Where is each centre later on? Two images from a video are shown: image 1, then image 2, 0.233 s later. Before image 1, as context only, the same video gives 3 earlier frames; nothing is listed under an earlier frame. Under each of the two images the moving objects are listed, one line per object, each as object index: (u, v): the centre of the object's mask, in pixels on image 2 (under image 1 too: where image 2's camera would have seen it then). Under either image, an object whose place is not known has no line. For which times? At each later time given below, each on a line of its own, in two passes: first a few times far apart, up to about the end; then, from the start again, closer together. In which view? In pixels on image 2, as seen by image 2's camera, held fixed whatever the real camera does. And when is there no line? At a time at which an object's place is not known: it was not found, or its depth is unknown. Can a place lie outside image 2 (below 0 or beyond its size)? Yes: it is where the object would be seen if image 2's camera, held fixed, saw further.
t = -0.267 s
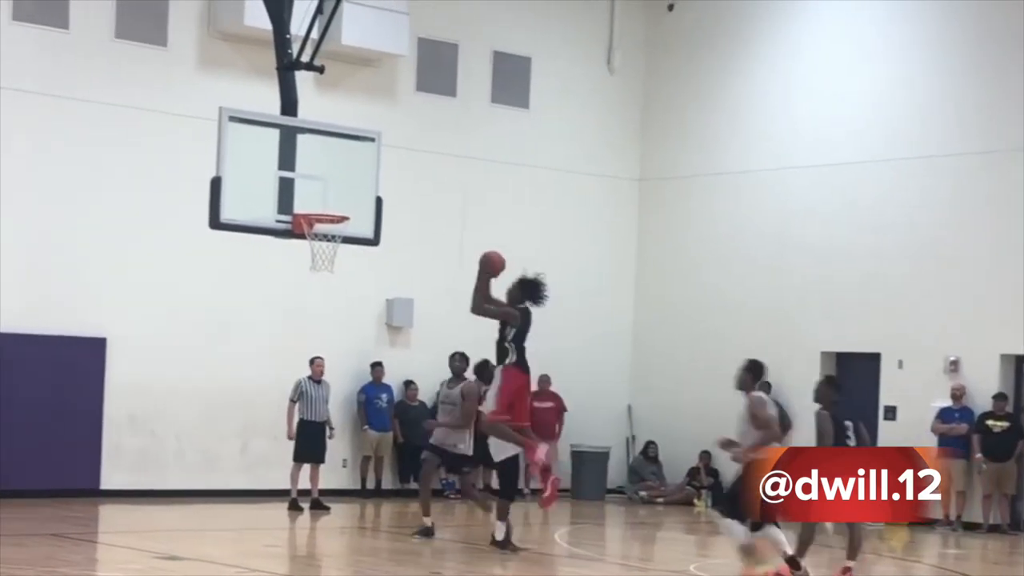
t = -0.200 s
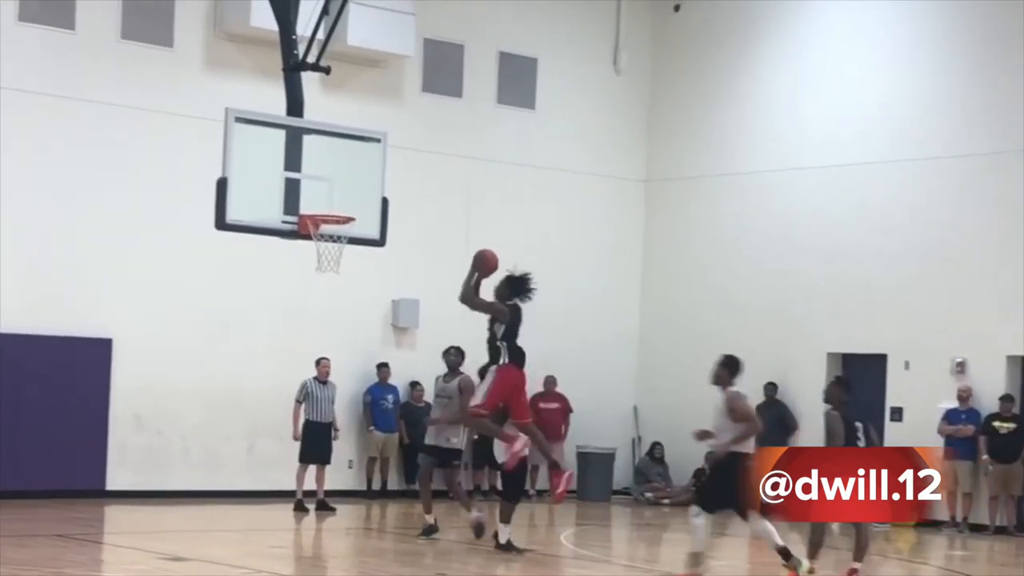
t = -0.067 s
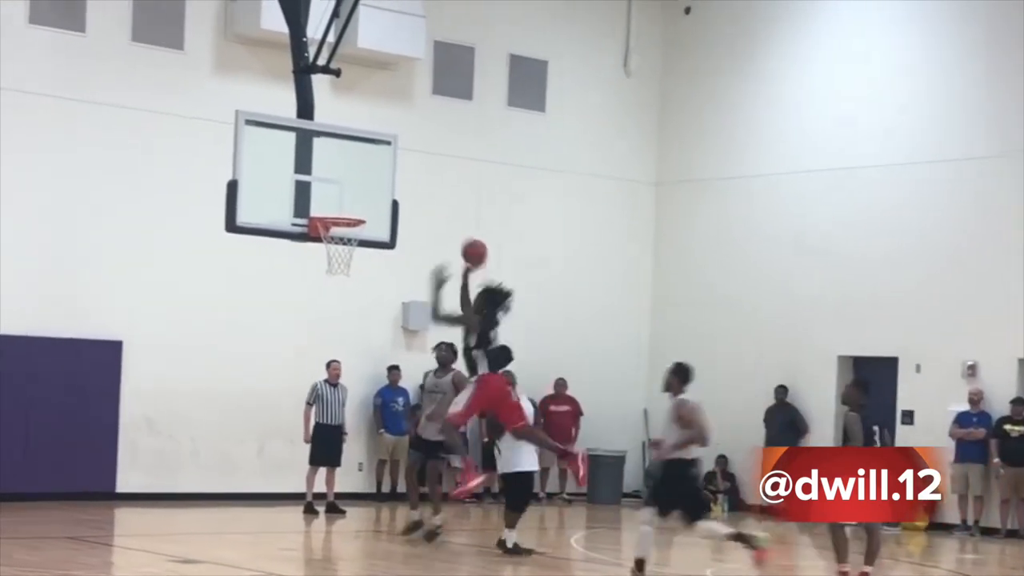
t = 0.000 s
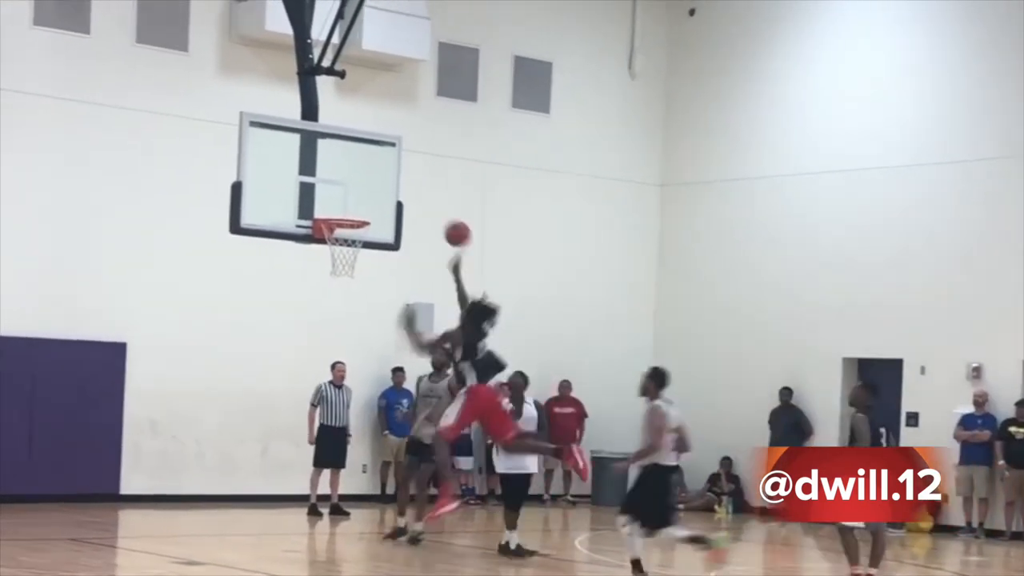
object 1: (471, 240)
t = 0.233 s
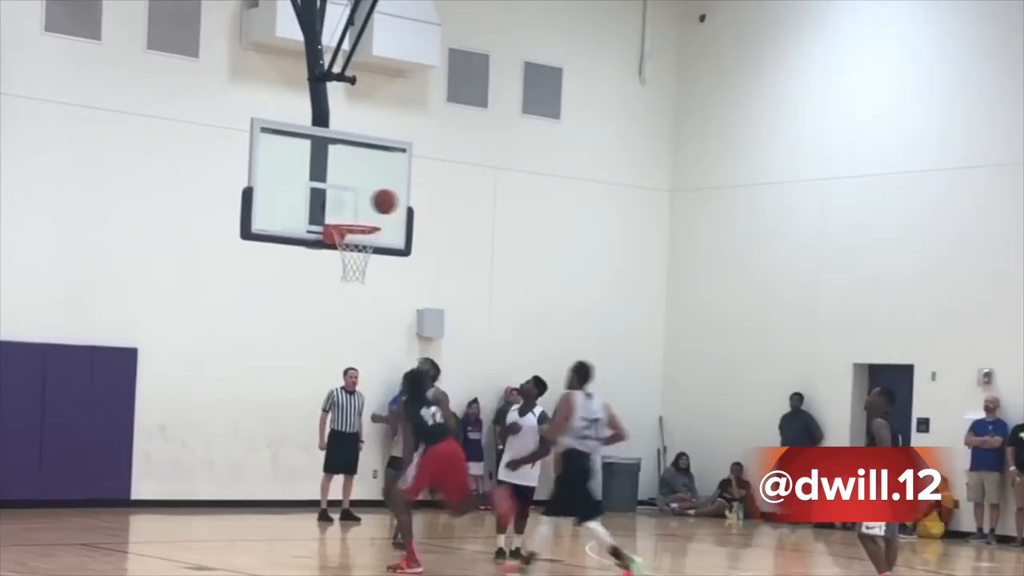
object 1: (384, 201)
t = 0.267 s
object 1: (373, 200)
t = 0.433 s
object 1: (353, 213)
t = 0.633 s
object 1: (355, 244)
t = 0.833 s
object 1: (346, 257)
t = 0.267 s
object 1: (373, 200)
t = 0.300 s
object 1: (361, 201)
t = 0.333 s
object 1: (349, 202)
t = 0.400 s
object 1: (351, 208)
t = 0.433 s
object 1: (353, 213)
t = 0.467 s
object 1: (355, 218)
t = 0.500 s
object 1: (357, 225)
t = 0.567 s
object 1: (358, 236)
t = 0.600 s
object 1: (359, 240)
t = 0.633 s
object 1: (355, 244)
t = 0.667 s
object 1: (354, 247)
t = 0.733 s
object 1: (350, 250)
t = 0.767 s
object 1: (349, 252)
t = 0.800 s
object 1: (347, 254)
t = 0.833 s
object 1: (346, 257)
